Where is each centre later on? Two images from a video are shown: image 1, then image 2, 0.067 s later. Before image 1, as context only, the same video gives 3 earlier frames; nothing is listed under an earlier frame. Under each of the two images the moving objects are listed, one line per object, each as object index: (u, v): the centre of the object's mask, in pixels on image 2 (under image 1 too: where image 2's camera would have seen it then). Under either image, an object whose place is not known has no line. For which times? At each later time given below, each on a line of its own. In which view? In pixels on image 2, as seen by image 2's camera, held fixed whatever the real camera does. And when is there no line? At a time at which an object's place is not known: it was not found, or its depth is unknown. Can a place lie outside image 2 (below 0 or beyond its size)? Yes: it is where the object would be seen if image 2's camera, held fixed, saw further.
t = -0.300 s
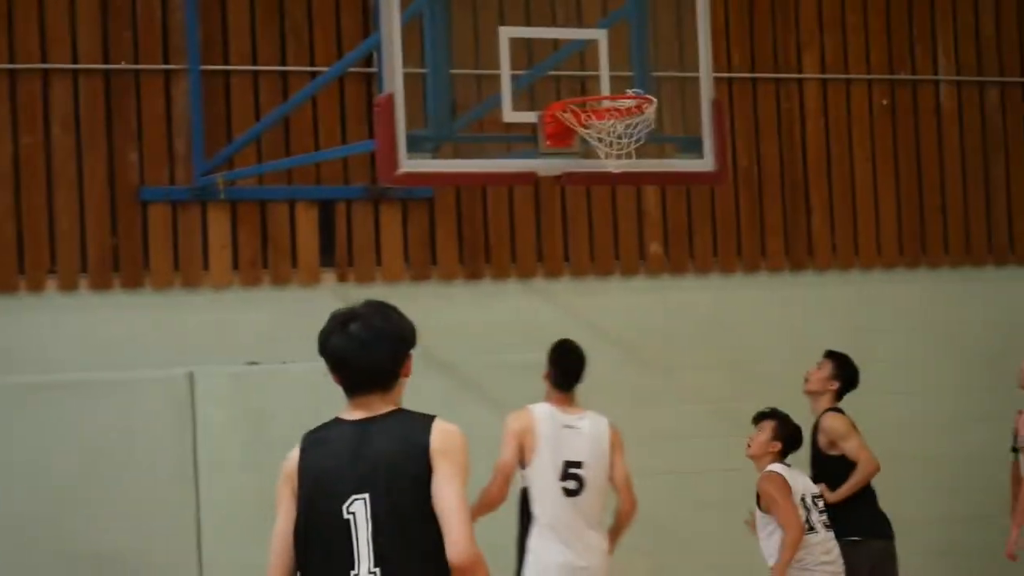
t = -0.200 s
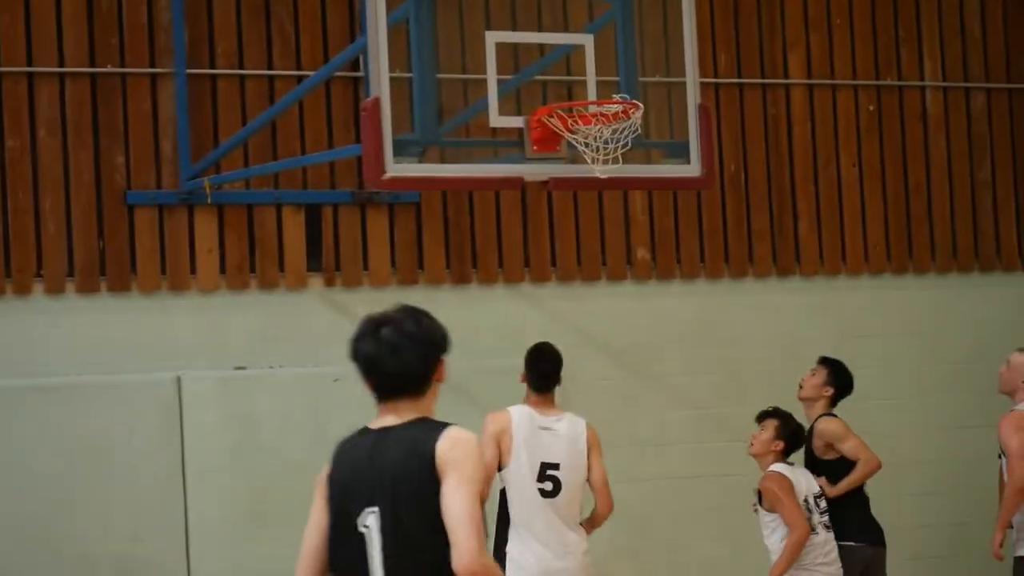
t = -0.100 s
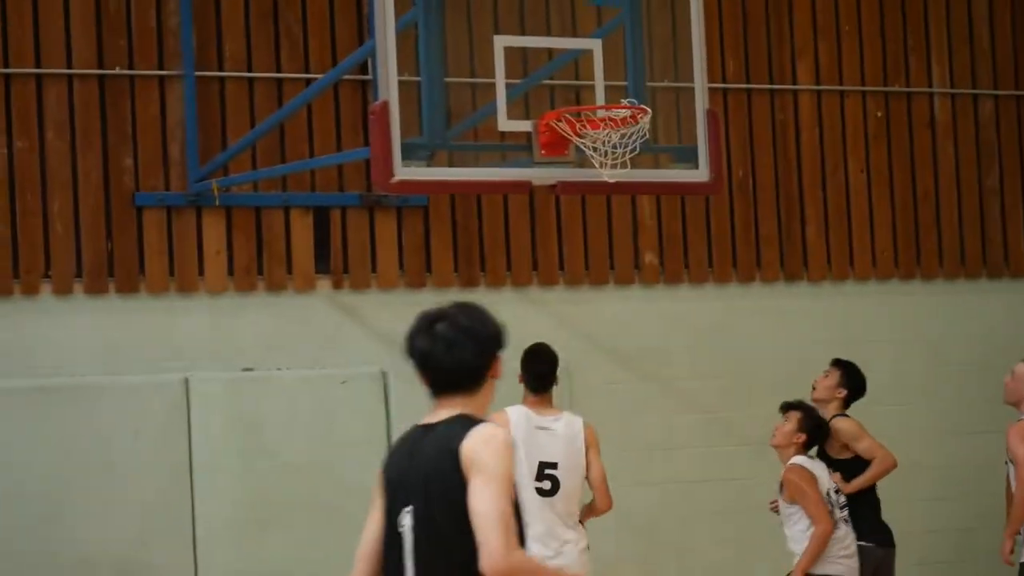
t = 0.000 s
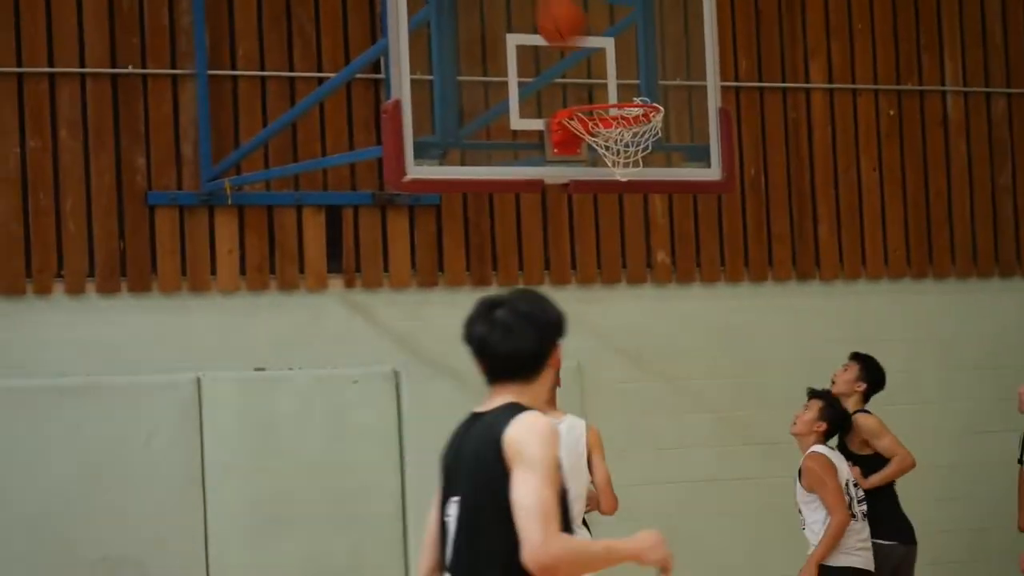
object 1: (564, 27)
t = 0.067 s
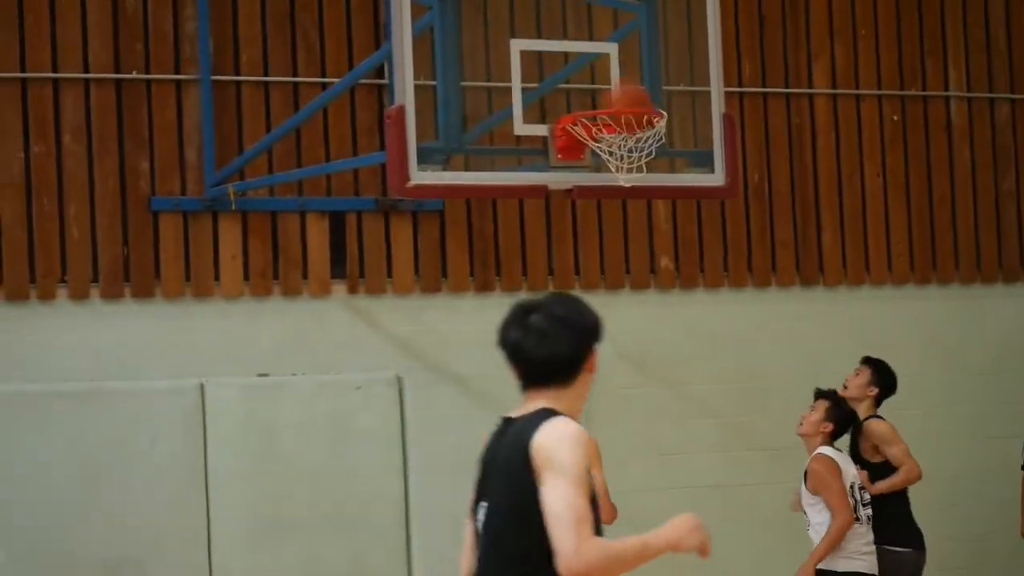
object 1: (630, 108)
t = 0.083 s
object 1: (628, 118)
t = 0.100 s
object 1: (616, 129)
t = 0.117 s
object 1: (601, 140)
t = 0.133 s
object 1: (589, 143)
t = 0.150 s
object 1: (584, 141)
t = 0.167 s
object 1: (584, 145)
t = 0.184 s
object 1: (587, 151)
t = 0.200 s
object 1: (591, 158)
